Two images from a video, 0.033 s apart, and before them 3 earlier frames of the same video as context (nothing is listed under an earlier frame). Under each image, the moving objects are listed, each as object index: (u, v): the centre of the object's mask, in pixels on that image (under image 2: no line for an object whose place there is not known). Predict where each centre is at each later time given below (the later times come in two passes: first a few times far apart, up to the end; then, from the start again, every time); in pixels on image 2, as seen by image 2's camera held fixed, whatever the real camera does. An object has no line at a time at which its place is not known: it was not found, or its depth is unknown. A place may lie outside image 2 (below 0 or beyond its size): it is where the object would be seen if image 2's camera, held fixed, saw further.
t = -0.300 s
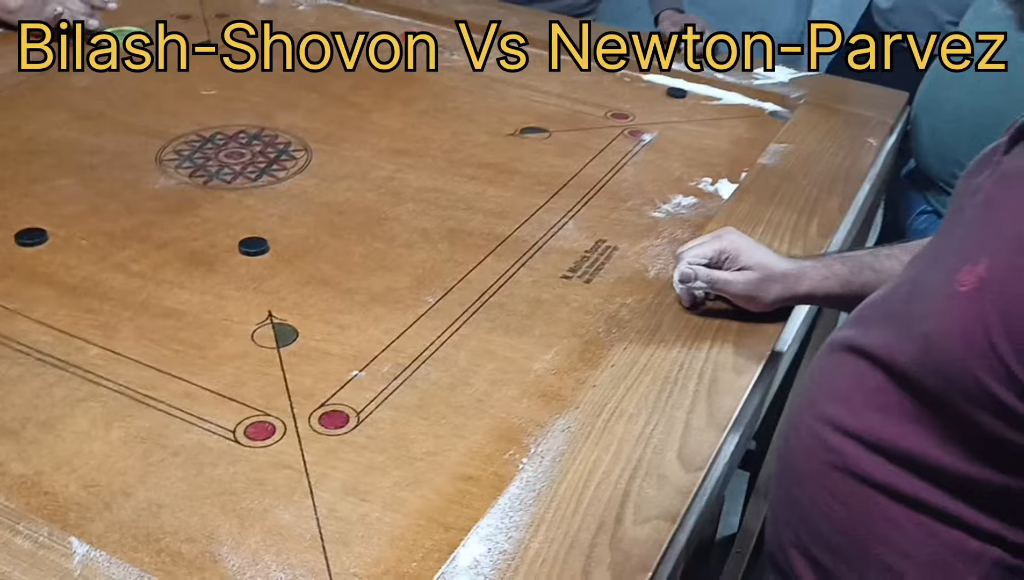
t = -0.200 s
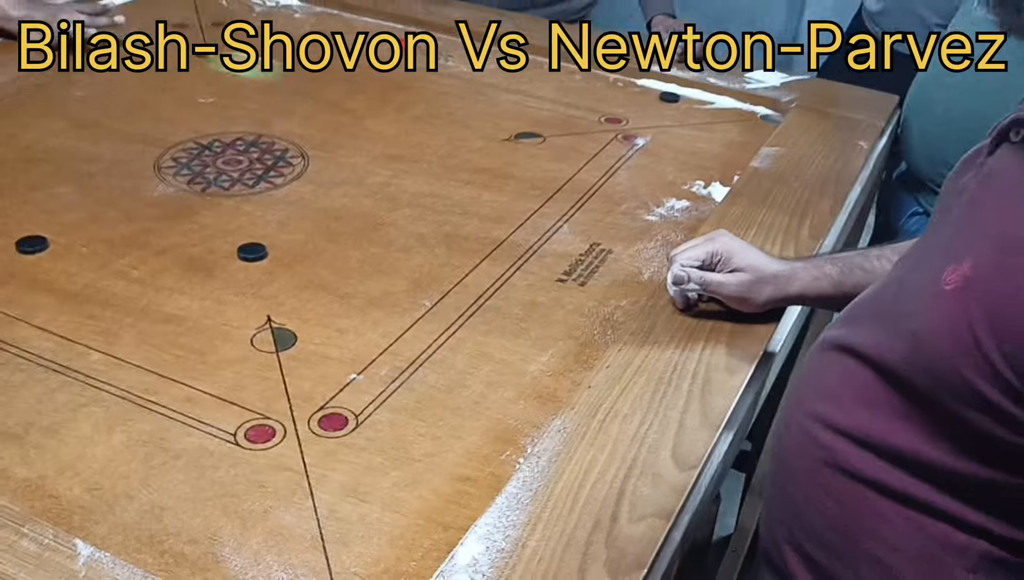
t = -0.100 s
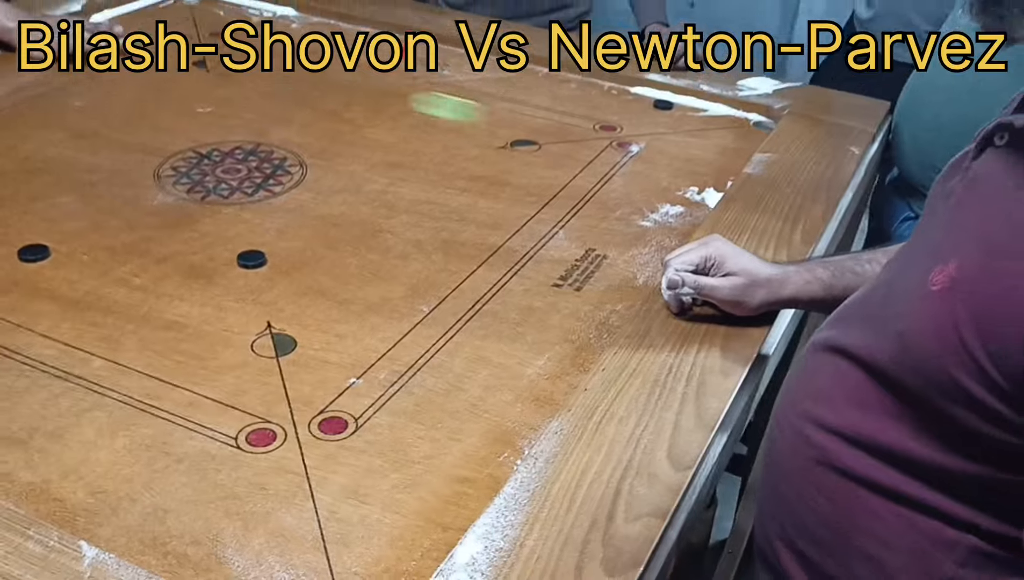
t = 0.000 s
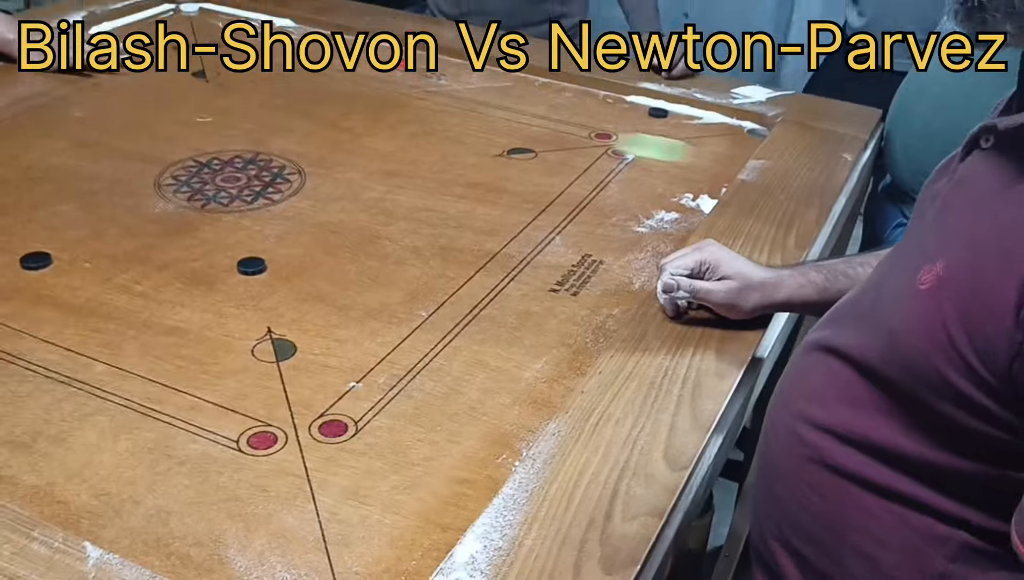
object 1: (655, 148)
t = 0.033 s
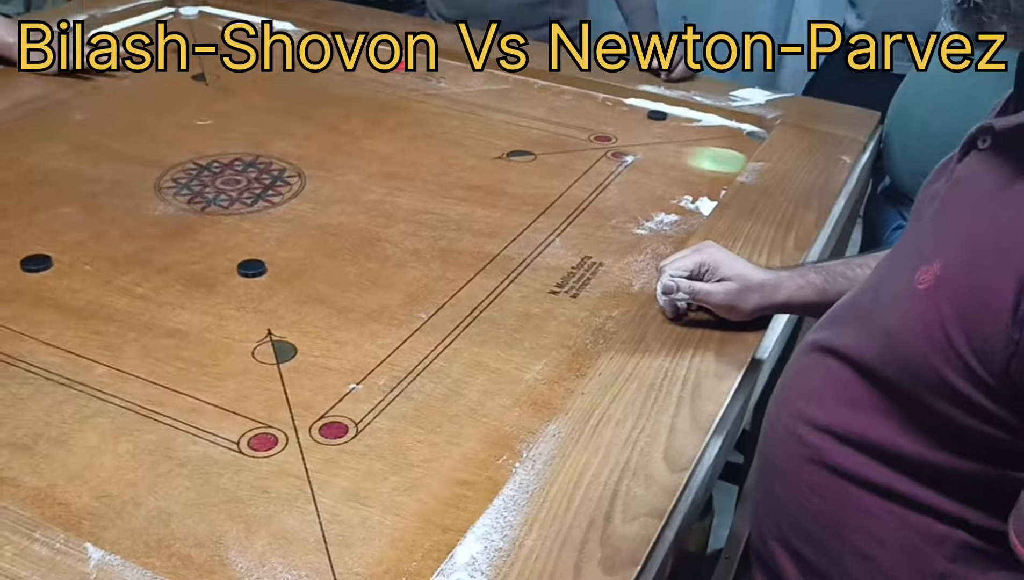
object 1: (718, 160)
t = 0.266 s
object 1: (482, 82)
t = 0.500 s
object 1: (302, 52)
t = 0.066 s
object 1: (690, 150)
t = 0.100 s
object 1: (649, 136)
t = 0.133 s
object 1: (612, 124)
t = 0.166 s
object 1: (578, 113)
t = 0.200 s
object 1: (543, 102)
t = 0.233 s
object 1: (511, 92)
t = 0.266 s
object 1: (482, 82)
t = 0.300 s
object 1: (454, 73)
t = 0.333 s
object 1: (428, 65)
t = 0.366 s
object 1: (405, 60)
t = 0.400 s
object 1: (377, 57)
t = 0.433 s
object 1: (353, 54)
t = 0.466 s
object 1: (329, 53)
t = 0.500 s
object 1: (302, 52)
